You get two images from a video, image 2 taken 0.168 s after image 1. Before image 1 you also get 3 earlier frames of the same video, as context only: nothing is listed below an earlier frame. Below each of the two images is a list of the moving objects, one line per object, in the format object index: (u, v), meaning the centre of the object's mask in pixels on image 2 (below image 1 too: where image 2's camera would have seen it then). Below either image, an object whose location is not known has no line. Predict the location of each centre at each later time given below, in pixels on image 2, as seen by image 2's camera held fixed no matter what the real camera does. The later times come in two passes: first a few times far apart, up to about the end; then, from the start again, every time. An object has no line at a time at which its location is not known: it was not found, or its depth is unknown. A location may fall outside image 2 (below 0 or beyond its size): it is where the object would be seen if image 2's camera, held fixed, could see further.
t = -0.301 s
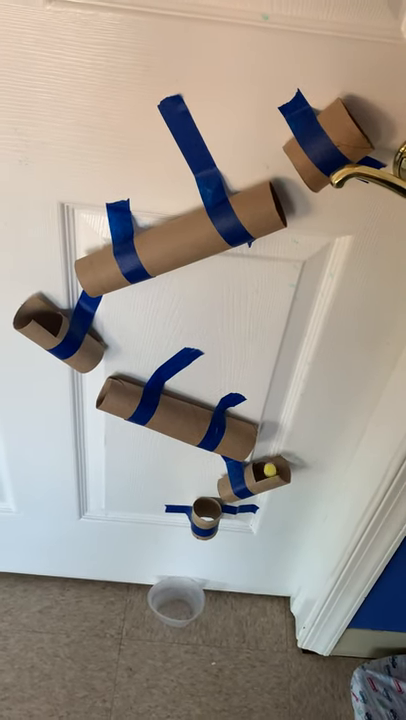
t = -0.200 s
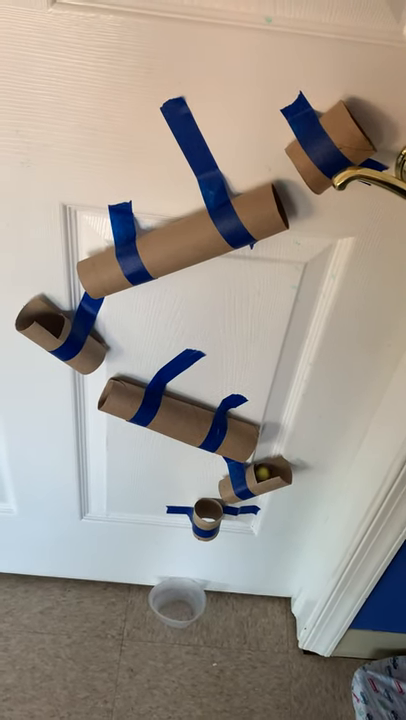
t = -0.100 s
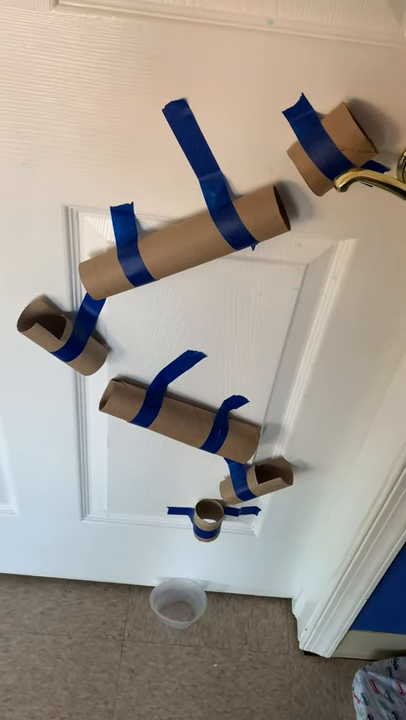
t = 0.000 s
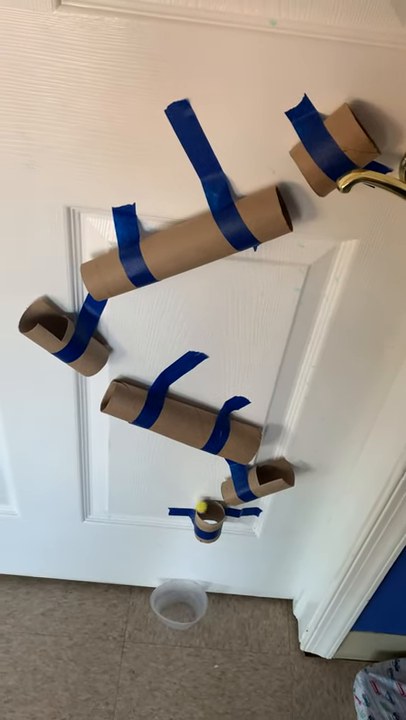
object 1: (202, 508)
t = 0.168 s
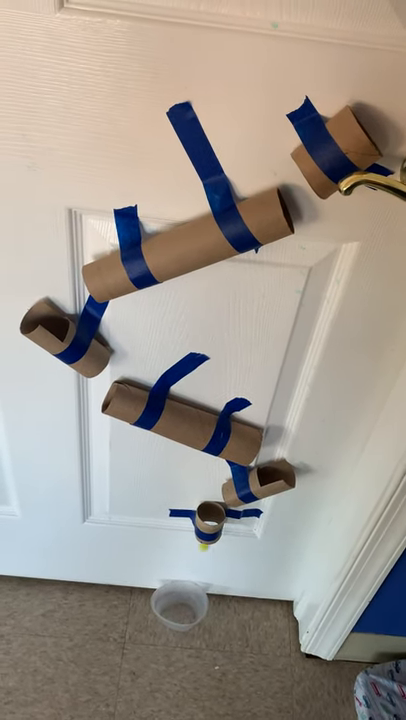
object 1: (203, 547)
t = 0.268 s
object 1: (181, 585)
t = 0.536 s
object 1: (175, 617)
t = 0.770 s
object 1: (187, 612)
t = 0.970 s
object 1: (189, 609)
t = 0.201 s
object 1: (196, 556)
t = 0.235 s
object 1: (189, 569)
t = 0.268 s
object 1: (181, 585)
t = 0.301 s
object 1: (174, 600)
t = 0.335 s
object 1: (166, 606)
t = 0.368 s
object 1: (162, 607)
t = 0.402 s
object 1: (160, 609)
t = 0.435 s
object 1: (163, 612)
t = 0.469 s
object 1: (167, 616)
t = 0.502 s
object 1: (171, 619)
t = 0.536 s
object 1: (175, 617)
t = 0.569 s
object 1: (179, 612)
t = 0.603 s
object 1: (182, 606)
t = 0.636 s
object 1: (184, 607)
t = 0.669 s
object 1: (184, 609)
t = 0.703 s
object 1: (185, 610)
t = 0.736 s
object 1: (186, 611)
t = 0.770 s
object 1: (187, 612)
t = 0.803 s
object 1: (188, 612)
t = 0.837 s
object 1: (188, 611)
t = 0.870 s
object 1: (188, 610)
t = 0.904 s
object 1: (189, 609)
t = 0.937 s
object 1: (189, 609)
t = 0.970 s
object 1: (189, 609)
